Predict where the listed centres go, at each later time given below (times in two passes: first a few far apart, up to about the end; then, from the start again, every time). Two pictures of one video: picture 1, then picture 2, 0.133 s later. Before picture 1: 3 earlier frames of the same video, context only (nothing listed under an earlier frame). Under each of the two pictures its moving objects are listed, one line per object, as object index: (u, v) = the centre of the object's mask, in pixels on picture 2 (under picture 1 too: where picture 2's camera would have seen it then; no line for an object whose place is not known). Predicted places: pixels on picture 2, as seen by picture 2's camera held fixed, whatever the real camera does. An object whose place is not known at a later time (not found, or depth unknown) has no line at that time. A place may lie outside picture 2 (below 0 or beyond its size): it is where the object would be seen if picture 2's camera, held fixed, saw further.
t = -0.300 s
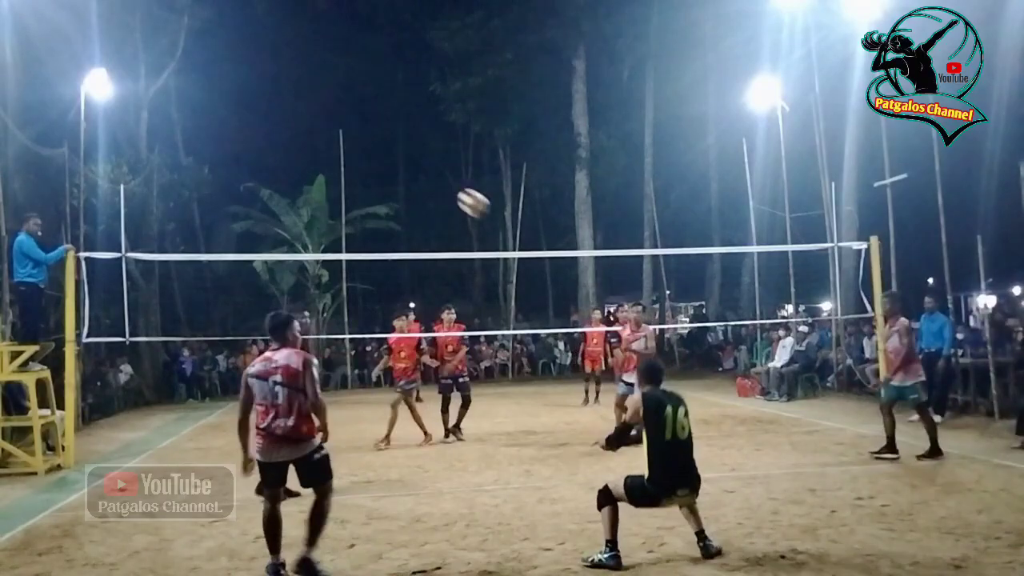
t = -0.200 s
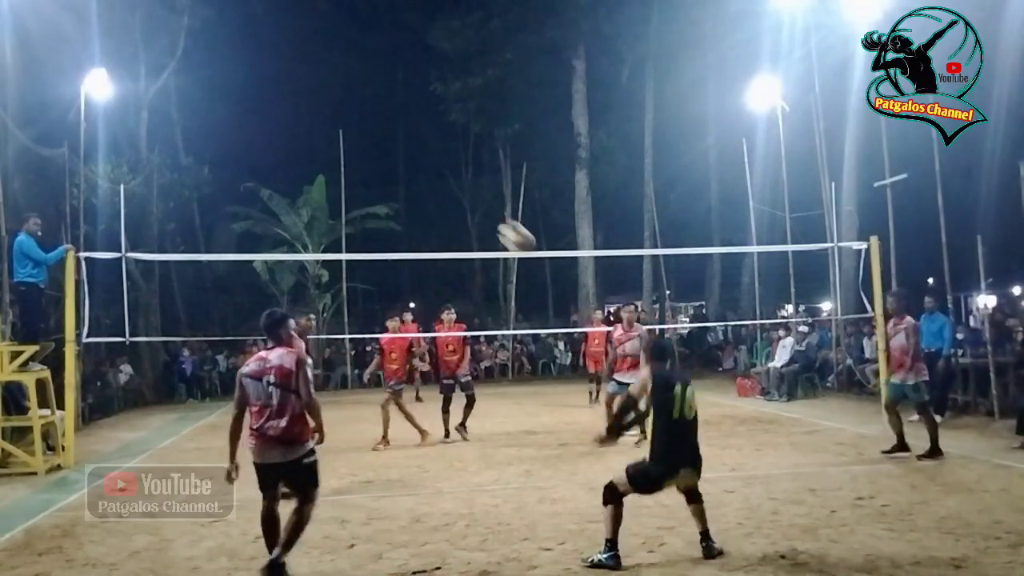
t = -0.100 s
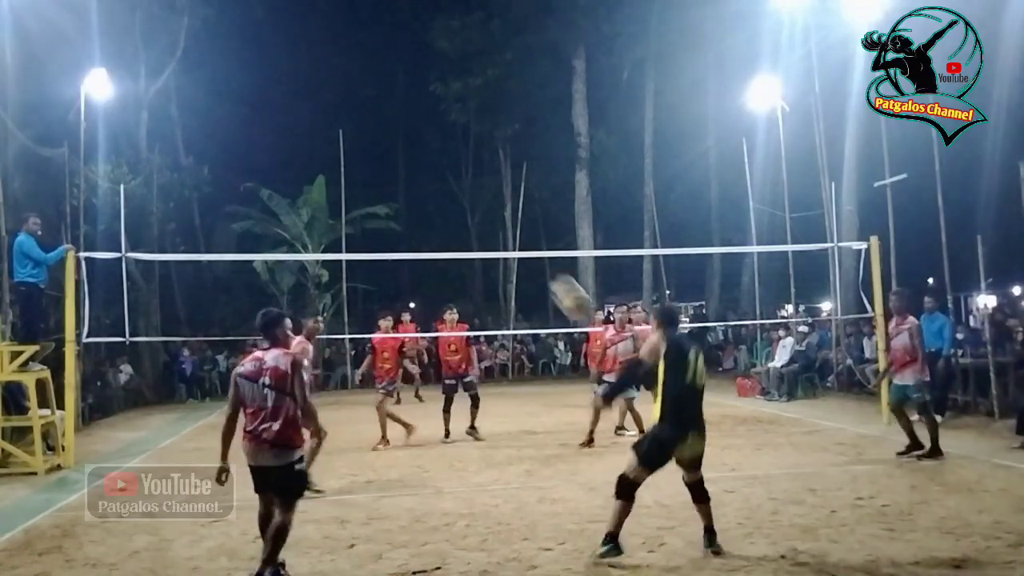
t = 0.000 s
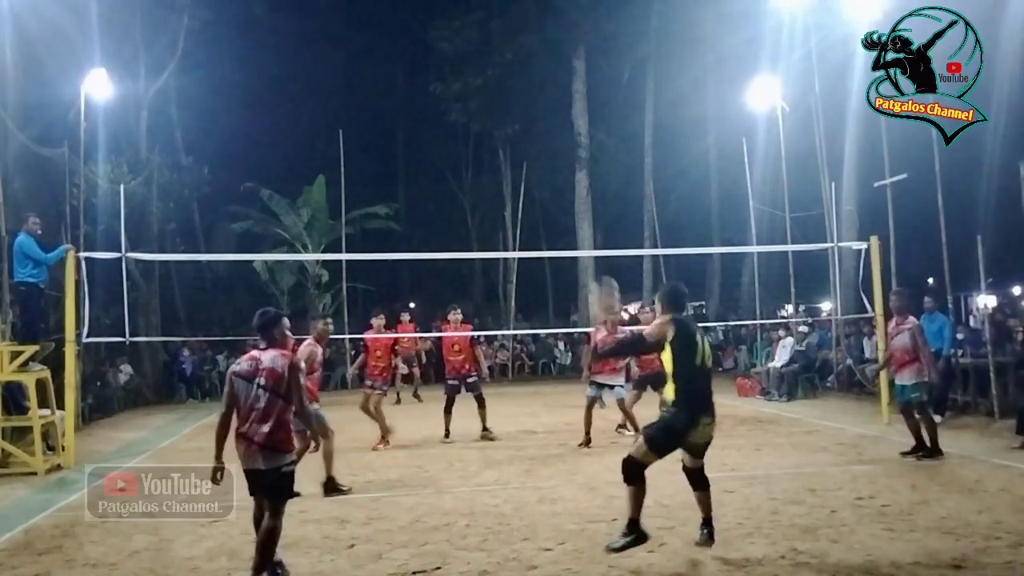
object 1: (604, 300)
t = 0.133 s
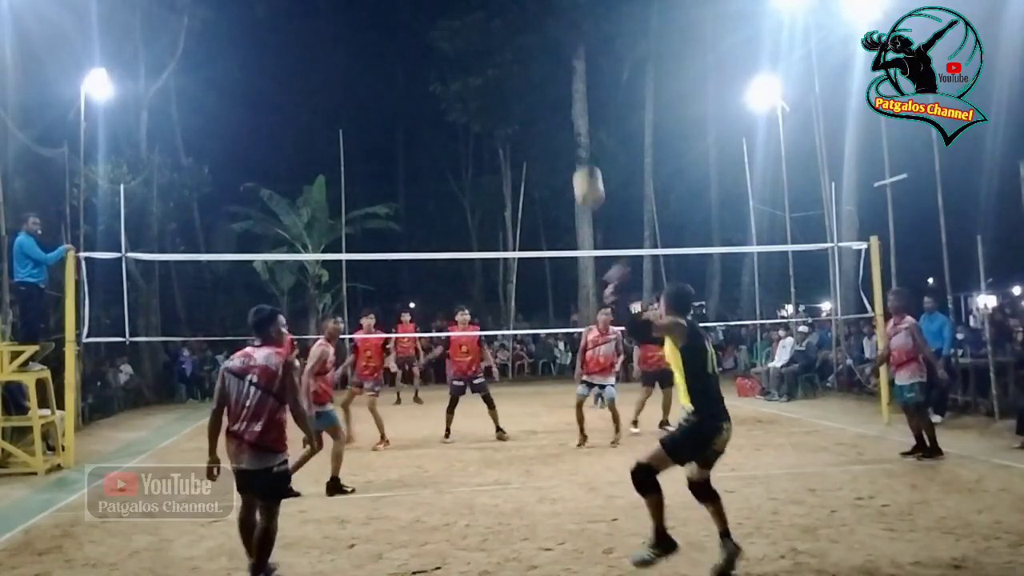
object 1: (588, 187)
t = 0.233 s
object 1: (578, 127)
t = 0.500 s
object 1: (558, 48)
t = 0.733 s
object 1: (546, 50)
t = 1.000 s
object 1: (538, 115)
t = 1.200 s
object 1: (534, 195)
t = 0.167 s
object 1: (585, 165)
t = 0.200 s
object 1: (581, 146)
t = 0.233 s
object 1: (578, 127)
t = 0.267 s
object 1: (574, 108)
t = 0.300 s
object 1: (572, 96)
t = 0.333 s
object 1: (570, 84)
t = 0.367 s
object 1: (568, 74)
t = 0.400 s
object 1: (565, 65)
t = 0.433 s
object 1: (563, 58)
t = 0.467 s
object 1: (560, 52)
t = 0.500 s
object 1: (558, 48)
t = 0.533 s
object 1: (556, 44)
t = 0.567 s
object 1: (555, 42)
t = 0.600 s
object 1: (553, 42)
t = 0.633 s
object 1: (551, 42)
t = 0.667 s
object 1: (549, 44)
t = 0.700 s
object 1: (548, 47)
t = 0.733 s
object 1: (546, 50)
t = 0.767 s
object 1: (545, 55)
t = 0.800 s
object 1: (544, 61)
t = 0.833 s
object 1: (542, 68)
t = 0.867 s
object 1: (541, 77)
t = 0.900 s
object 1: (541, 85)
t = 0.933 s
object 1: (539, 94)
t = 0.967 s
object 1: (539, 104)
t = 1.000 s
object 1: (538, 115)
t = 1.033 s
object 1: (537, 127)
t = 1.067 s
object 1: (537, 139)
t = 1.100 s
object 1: (535, 152)
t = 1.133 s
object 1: (535, 166)
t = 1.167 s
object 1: (534, 180)
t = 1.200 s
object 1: (534, 195)
